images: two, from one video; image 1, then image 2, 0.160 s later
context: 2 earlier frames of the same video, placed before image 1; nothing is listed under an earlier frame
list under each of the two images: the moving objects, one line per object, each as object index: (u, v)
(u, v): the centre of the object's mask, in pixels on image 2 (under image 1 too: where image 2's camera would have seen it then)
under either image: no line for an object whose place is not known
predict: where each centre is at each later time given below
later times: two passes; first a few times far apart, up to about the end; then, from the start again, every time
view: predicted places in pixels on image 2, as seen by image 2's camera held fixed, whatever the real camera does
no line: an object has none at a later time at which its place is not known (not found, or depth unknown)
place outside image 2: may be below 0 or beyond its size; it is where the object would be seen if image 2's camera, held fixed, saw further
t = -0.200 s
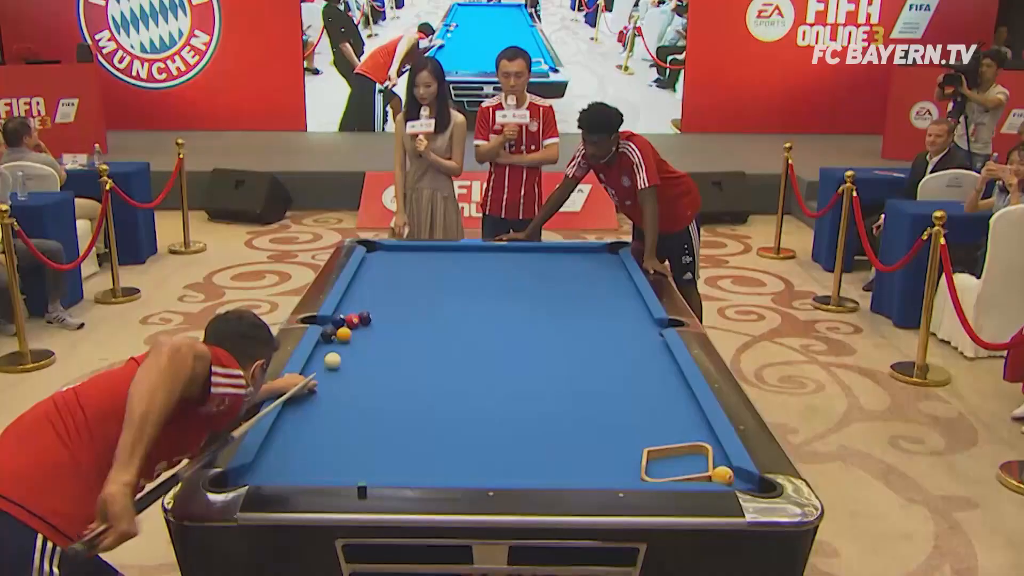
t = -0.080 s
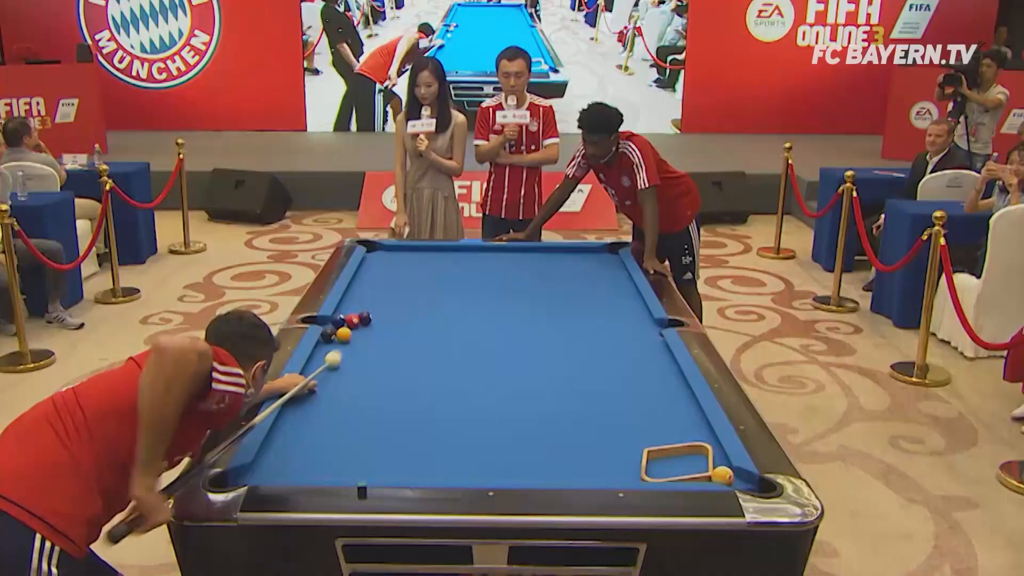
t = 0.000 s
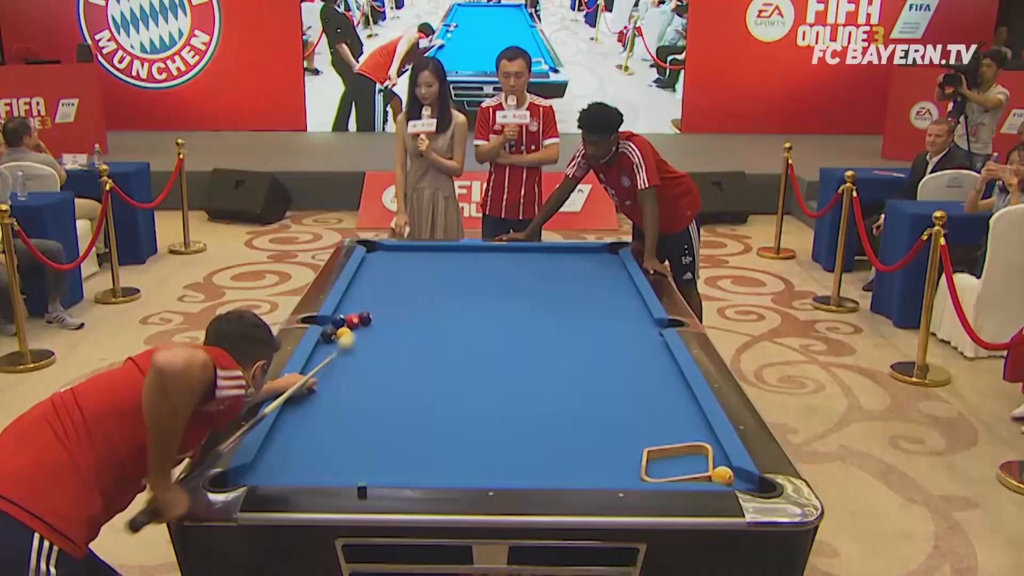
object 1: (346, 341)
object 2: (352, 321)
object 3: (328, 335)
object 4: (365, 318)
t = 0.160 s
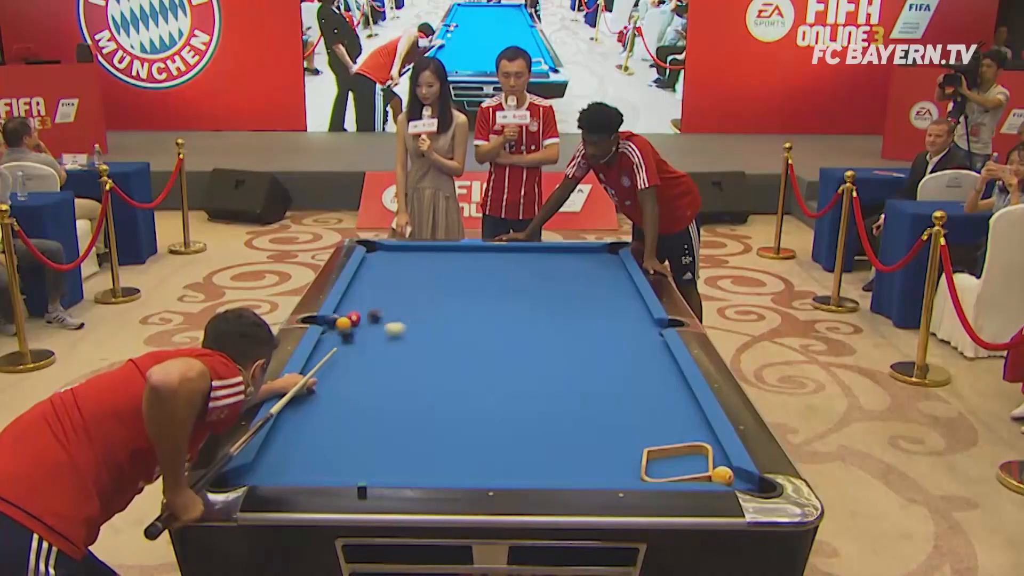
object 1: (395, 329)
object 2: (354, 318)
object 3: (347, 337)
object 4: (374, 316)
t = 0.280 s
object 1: (431, 323)
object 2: (355, 314)
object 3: (365, 335)
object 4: (397, 310)
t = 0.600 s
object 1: (515, 306)
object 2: (359, 303)
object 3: (406, 335)
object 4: (449, 297)
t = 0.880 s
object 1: (576, 294)
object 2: (362, 295)
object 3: (440, 333)
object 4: (485, 286)
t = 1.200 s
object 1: (624, 282)
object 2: (364, 287)
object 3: (478, 333)
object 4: (520, 278)
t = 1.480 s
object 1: (583, 274)
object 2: (366, 281)
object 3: (511, 333)
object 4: (548, 270)
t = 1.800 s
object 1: (545, 265)
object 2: (369, 274)
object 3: (547, 332)
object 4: (577, 262)
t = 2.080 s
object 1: (517, 258)
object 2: (370, 268)
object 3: (579, 331)
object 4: (600, 255)
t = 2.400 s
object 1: (488, 251)
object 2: (372, 262)
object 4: (614, 248)
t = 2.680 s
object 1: (463, 250)
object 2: (374, 257)
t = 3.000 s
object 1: (434, 254)
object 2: (376, 251)
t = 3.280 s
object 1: (408, 257)
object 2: (377, 246)
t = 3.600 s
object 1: (379, 260)
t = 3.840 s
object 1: (372, 263)
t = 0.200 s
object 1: (407, 327)
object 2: (354, 317)
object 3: (353, 336)
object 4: (382, 314)
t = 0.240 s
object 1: (419, 324)
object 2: (355, 315)
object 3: (359, 335)
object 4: (390, 312)
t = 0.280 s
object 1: (431, 323)
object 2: (355, 314)
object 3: (365, 335)
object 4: (397, 310)
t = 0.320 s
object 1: (443, 320)
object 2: (356, 312)
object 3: (370, 335)
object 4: (404, 309)
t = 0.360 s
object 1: (454, 318)
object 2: (356, 311)
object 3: (376, 335)
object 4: (411, 307)
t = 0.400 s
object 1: (464, 316)
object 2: (357, 309)
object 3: (381, 335)
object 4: (417, 305)
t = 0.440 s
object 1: (475, 314)
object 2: (357, 308)
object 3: (386, 335)
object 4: (424, 303)
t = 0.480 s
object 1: (485, 312)
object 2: (358, 306)
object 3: (391, 335)
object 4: (430, 302)
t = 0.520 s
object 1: (496, 310)
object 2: (358, 305)
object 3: (396, 335)
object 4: (436, 299)
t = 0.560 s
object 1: (505, 308)
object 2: (359, 304)
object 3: (401, 335)
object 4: (443, 298)
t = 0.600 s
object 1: (515, 306)
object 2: (359, 303)
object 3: (406, 335)
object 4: (449, 297)
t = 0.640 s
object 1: (525, 304)
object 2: (360, 301)
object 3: (411, 334)
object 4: (454, 295)
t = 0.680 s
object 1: (534, 302)
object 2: (360, 301)
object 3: (416, 334)
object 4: (460, 294)
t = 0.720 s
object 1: (543, 301)
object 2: (360, 300)
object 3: (421, 334)
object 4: (465, 292)
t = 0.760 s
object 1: (551, 299)
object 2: (361, 298)
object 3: (426, 334)
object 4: (470, 290)
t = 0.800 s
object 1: (560, 297)
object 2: (361, 297)
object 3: (431, 334)
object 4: (475, 289)
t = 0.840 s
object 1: (568, 296)
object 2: (361, 296)
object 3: (436, 333)
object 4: (480, 288)
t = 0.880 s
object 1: (576, 294)
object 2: (362, 295)
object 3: (440, 333)
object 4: (485, 286)
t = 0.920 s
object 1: (584, 292)
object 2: (362, 294)
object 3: (445, 333)
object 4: (490, 285)
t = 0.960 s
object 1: (592, 291)
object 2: (362, 293)
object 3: (450, 334)
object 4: (495, 284)
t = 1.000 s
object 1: (600, 289)
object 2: (363, 292)
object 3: (455, 334)
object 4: (499, 283)
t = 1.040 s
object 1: (607, 288)
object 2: (363, 291)
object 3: (459, 333)
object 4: (503, 282)
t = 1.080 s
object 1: (614, 287)
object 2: (363, 290)
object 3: (464, 333)
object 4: (507, 281)
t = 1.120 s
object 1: (622, 285)
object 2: (364, 289)
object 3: (469, 333)
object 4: (512, 279)
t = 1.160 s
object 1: (628, 284)
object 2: (364, 288)
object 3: (474, 333)
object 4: (516, 278)
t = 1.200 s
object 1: (624, 282)
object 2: (364, 287)
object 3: (478, 333)
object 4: (520, 278)
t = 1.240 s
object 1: (618, 281)
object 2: (365, 286)
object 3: (483, 333)
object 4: (524, 276)
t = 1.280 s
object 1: (612, 280)
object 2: (365, 285)
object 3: (488, 333)
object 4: (528, 275)
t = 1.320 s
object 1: (606, 279)
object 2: (365, 284)
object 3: (493, 333)
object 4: (532, 274)
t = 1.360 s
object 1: (600, 277)
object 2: (366, 283)
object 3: (497, 333)
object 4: (536, 273)
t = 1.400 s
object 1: (594, 276)
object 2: (366, 283)
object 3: (501, 333)
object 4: (540, 272)
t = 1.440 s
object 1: (588, 275)
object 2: (366, 282)
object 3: (507, 333)
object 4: (544, 271)
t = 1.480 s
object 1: (583, 274)
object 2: (366, 281)
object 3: (511, 333)
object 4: (548, 270)
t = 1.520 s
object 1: (578, 273)
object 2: (367, 280)
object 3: (516, 333)
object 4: (551, 269)
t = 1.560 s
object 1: (573, 272)
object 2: (367, 279)
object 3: (520, 333)
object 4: (555, 268)
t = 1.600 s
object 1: (568, 270)
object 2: (367, 278)
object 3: (525, 333)
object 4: (557, 266)
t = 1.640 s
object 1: (563, 269)
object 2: (367, 277)
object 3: (529, 332)
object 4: (563, 262)
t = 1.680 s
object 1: (558, 268)
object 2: (368, 276)
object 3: (534, 332)
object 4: (567, 264)
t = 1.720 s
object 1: (553, 267)
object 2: (368, 275)
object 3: (538, 332)
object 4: (570, 264)
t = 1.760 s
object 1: (549, 266)
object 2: (368, 274)
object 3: (543, 332)
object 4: (574, 263)
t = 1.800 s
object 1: (545, 265)
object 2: (369, 274)
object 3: (547, 332)
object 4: (577, 262)
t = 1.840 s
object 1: (540, 264)
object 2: (369, 273)
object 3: (552, 332)
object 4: (580, 261)
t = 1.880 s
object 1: (536, 263)
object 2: (369, 272)
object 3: (556, 332)
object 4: (583, 260)
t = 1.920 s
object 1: (532, 262)
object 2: (369, 271)
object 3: (561, 332)
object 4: (587, 260)
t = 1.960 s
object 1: (529, 261)
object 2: (370, 270)
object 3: (565, 332)
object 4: (591, 259)
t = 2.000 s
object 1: (525, 260)
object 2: (370, 269)
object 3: (570, 332)
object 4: (594, 257)
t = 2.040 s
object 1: (521, 259)
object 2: (370, 269)
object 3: (574, 332)
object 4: (597, 256)
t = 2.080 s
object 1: (517, 258)
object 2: (370, 268)
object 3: (579, 331)
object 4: (600, 255)
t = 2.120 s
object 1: (513, 257)
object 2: (371, 267)
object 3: (583, 331)
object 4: (603, 255)
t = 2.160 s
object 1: (510, 256)
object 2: (371, 266)
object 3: (587, 331)
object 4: (607, 254)
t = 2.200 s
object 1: (506, 255)
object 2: (371, 265)
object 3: (592, 331)
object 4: (610, 252)
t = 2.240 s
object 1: (502, 254)
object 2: (371, 265)
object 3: (596, 331)
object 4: (612, 251)
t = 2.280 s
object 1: (498, 253)
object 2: (372, 264)
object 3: (600, 331)
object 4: (613, 251)
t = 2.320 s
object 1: (495, 253)
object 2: (372, 263)
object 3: (605, 331)
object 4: (613, 249)
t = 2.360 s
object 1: (491, 252)
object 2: (372, 262)
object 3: (609, 331)
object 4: (614, 248)
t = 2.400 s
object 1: (488, 251)
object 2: (372, 262)
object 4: (614, 248)
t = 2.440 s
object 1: (484, 250)
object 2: (372, 261)
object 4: (614, 249)
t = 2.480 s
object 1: (481, 249)
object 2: (373, 261)
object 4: (613, 250)
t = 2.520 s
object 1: (477, 248)
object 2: (373, 260)
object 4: (613, 250)
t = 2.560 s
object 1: (474, 248)
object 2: (373, 259)
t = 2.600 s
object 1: (471, 249)
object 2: (374, 258)
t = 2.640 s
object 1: (467, 250)
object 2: (374, 257)
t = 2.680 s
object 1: (463, 250)
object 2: (374, 257)
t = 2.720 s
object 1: (459, 251)
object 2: (374, 256)
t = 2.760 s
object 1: (456, 252)
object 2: (375, 255)
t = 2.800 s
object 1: (452, 252)
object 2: (375, 254)
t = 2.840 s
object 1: (448, 253)
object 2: (375, 254)
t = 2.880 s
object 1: (445, 253)
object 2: (375, 253)
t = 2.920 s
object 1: (442, 253)
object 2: (376, 252)
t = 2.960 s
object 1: (438, 254)
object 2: (376, 252)
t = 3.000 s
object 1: (434, 254)
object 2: (376, 251)
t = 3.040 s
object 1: (430, 255)
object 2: (376, 250)
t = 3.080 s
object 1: (427, 255)
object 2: (377, 250)
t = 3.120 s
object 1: (423, 255)
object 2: (377, 249)
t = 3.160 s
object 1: (419, 256)
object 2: (377, 248)
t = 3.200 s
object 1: (416, 256)
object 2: (377, 248)
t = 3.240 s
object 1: (412, 256)
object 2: (377, 247)
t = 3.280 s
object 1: (408, 257)
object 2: (377, 246)
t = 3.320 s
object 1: (405, 258)
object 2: (377, 246)
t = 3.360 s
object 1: (401, 258)
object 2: (375, 246)
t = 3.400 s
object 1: (397, 258)
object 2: (373, 246)
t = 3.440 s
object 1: (394, 259)
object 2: (371, 246)
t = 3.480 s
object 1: (390, 259)
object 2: (370, 247)
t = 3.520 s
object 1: (387, 260)
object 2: (369, 248)
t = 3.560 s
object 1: (383, 260)
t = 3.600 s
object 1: (379, 260)
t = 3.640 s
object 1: (375, 261)
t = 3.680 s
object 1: (372, 261)
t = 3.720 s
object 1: (368, 261)
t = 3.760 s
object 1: (367, 262)
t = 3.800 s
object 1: (369, 262)
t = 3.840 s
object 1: (372, 263)
